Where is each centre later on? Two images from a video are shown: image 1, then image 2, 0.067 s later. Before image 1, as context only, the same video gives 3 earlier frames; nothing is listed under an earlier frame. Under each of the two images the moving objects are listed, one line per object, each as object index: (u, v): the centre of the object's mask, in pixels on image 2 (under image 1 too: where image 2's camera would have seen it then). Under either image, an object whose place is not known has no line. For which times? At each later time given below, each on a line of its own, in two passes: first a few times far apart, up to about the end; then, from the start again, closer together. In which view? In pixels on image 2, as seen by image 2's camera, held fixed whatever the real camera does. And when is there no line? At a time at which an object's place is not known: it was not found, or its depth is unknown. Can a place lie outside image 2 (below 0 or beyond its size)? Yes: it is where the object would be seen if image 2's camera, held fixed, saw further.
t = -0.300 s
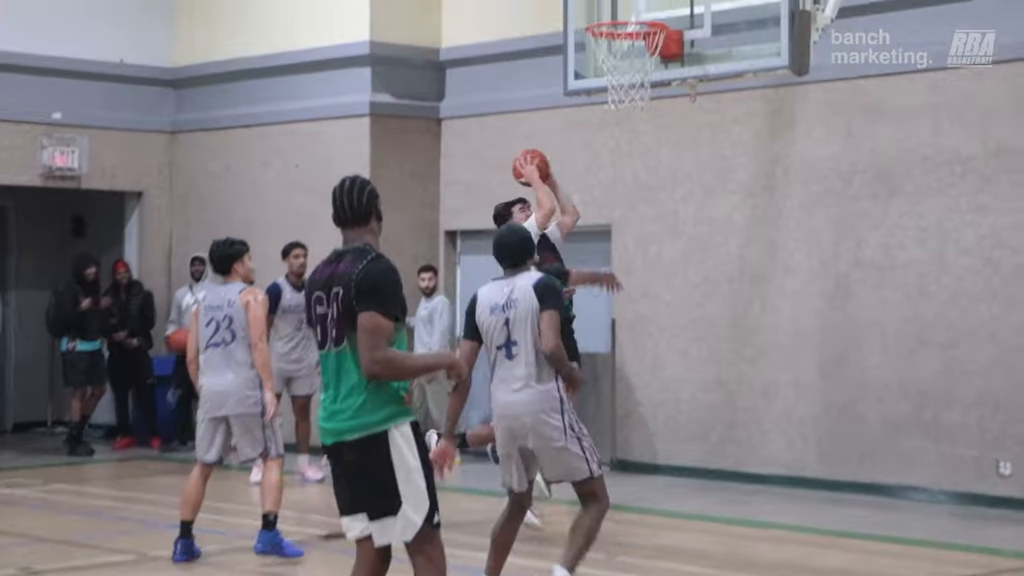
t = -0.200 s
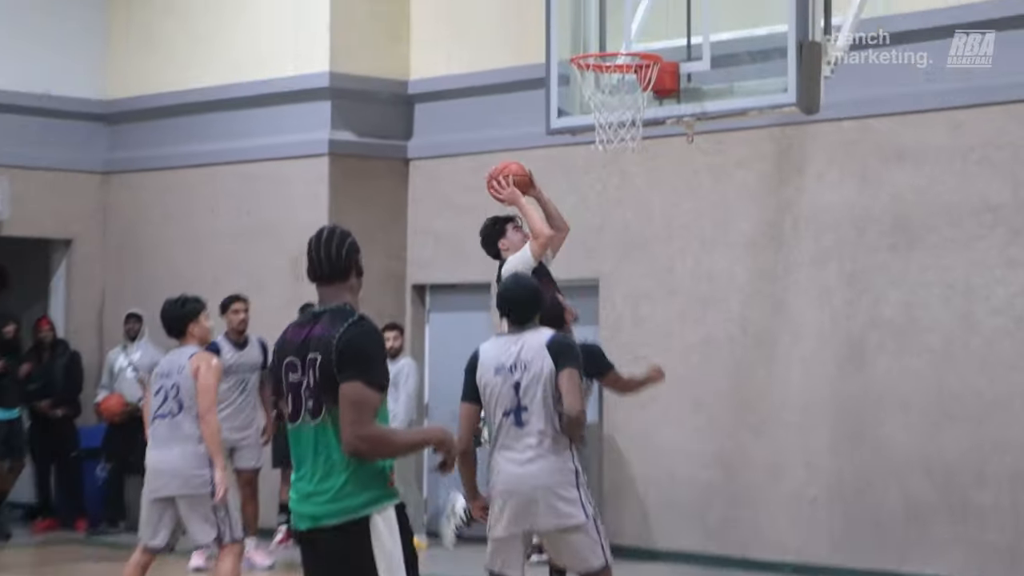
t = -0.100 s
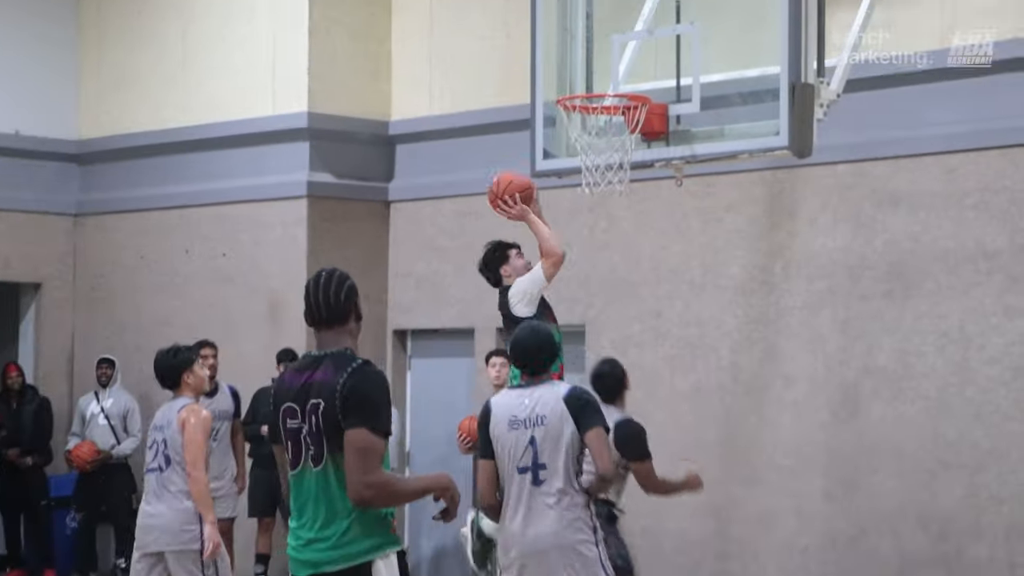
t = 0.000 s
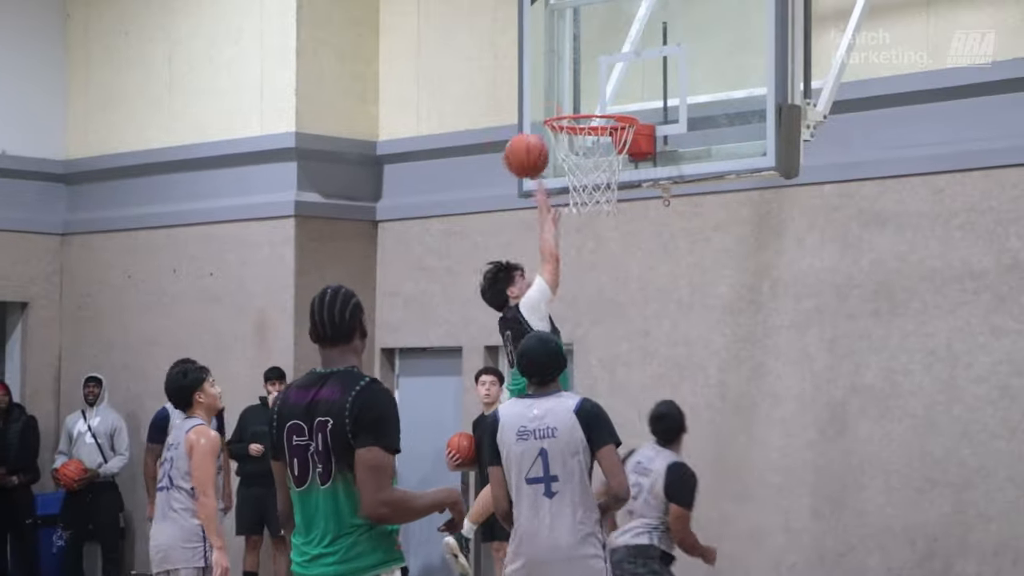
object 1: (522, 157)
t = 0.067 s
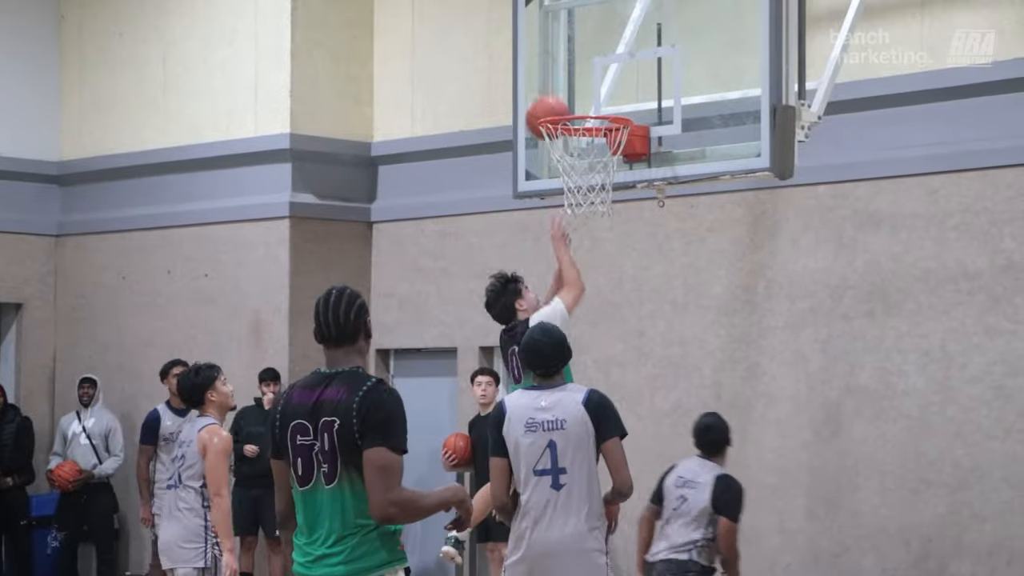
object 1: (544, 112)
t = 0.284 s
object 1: (576, 71)
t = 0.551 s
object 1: (587, 118)
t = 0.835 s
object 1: (570, 162)
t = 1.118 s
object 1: (572, 245)
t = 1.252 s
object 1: (572, 337)
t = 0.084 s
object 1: (554, 104)
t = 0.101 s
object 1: (561, 99)
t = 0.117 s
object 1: (567, 94)
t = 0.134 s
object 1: (574, 87)
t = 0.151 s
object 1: (579, 81)
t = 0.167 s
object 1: (579, 78)
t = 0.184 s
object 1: (579, 76)
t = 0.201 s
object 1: (578, 74)
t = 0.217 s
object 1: (578, 72)
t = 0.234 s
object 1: (577, 71)
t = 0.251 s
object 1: (577, 71)
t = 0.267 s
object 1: (576, 71)
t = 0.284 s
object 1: (576, 71)
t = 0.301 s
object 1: (575, 72)
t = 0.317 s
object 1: (574, 74)
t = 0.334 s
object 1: (574, 76)
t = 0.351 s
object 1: (573, 79)
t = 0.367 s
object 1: (573, 82)
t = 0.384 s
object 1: (572, 86)
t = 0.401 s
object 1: (571, 90)
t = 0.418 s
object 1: (570, 94)
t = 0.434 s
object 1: (570, 98)
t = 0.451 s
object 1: (569, 101)
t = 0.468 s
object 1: (571, 102)
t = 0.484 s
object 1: (574, 102)
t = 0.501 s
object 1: (577, 103)
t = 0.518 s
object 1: (582, 108)
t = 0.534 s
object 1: (585, 113)
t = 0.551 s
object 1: (587, 118)
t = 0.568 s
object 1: (590, 122)
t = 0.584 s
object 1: (594, 127)
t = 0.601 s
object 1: (593, 129)
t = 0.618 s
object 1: (592, 130)
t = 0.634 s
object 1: (591, 132)
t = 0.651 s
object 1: (588, 134)
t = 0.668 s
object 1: (586, 138)
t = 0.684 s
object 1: (584, 141)
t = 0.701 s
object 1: (581, 143)
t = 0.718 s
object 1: (579, 147)
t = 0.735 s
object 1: (577, 151)
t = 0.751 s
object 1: (575, 155)
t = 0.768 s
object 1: (573, 158)
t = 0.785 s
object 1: (571, 161)
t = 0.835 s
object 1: (570, 162)
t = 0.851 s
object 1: (569, 163)
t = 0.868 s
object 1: (569, 164)
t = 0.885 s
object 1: (569, 167)
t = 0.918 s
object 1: (568, 182)
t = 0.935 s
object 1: (568, 184)
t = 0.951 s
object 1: (569, 187)
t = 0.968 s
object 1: (570, 183)
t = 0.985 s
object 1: (569, 193)
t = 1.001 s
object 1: (570, 197)
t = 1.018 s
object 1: (570, 202)
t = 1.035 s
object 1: (571, 207)
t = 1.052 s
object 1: (571, 213)
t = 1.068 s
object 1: (572, 220)
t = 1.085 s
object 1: (572, 227)
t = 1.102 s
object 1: (572, 236)
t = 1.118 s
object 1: (572, 245)
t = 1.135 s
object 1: (572, 255)
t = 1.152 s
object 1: (573, 265)
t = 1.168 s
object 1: (572, 275)
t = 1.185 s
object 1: (573, 286)
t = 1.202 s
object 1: (573, 298)
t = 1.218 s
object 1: (573, 311)
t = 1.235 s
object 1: (572, 324)
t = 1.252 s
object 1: (572, 337)
